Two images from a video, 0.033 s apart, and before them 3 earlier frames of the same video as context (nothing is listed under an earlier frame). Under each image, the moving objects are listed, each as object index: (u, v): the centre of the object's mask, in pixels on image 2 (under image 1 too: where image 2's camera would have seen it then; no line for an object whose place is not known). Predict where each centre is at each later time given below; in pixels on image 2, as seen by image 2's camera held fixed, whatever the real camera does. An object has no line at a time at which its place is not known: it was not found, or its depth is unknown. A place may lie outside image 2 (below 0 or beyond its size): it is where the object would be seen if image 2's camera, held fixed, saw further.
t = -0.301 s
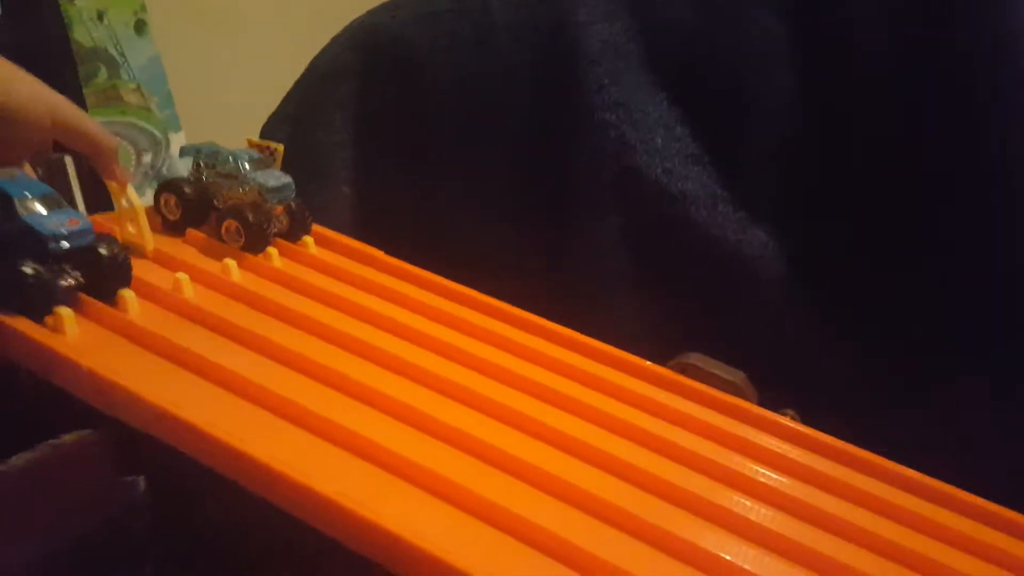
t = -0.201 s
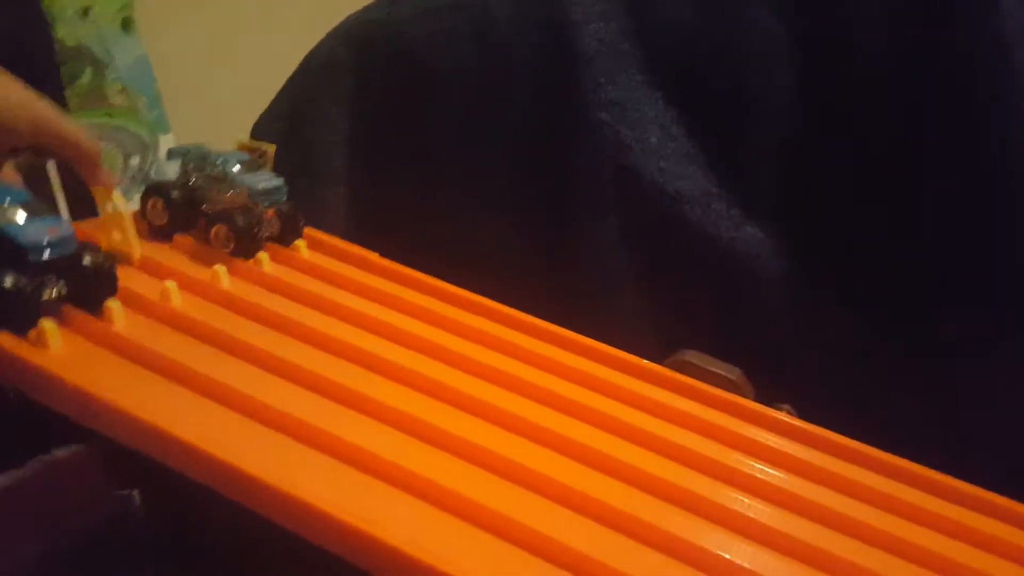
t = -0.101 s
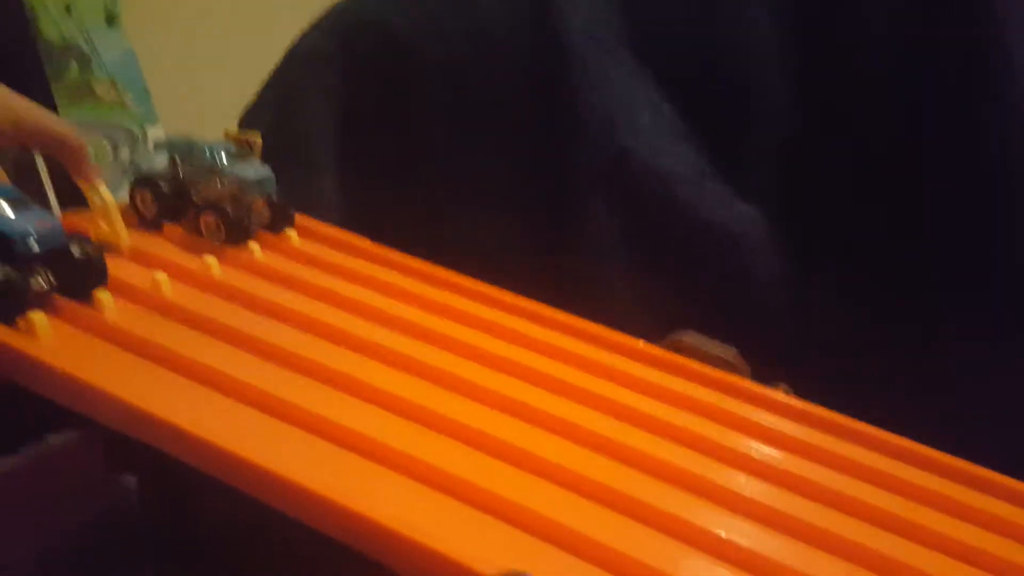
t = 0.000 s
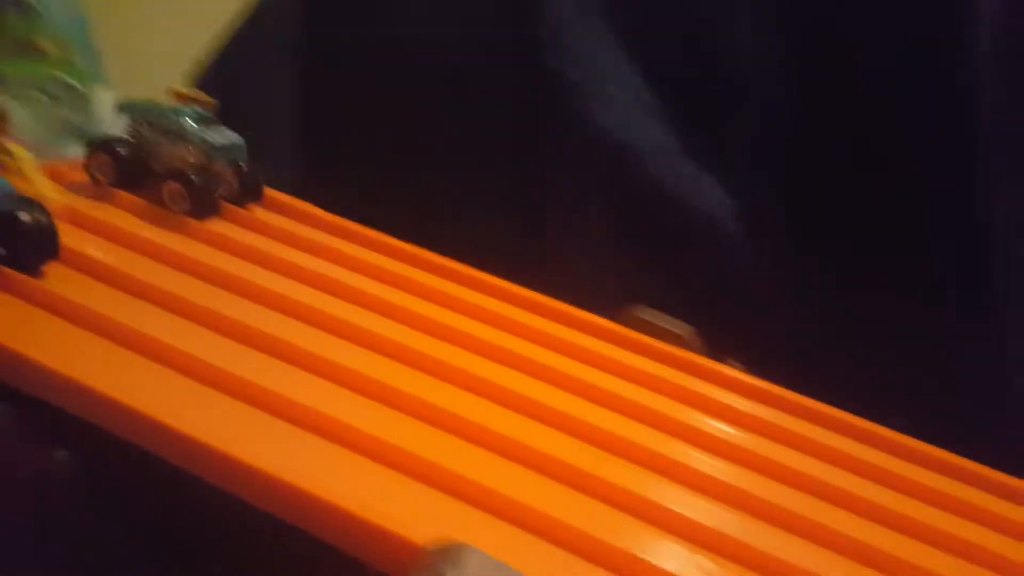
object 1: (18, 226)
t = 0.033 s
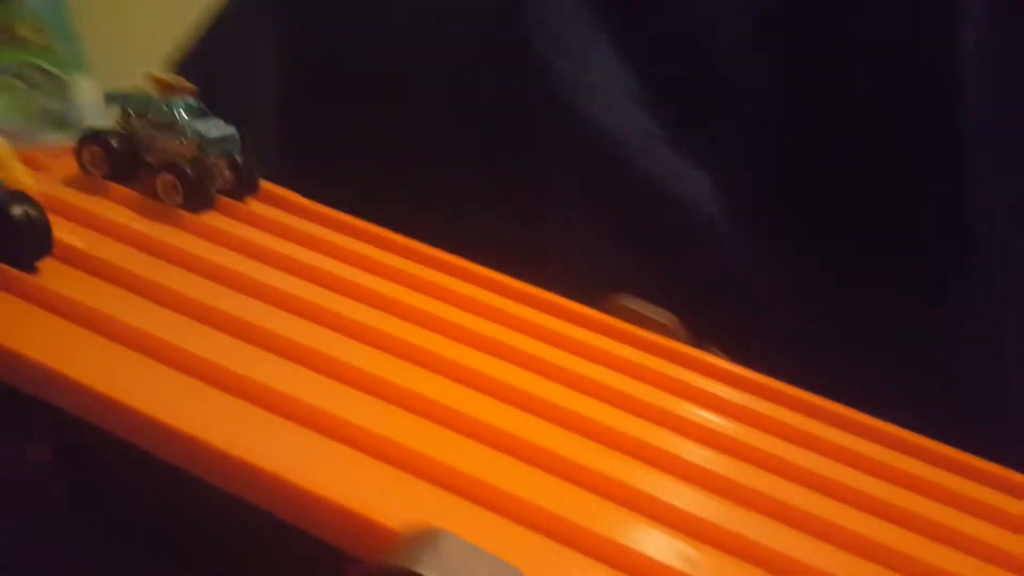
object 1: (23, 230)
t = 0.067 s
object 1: (26, 231)
